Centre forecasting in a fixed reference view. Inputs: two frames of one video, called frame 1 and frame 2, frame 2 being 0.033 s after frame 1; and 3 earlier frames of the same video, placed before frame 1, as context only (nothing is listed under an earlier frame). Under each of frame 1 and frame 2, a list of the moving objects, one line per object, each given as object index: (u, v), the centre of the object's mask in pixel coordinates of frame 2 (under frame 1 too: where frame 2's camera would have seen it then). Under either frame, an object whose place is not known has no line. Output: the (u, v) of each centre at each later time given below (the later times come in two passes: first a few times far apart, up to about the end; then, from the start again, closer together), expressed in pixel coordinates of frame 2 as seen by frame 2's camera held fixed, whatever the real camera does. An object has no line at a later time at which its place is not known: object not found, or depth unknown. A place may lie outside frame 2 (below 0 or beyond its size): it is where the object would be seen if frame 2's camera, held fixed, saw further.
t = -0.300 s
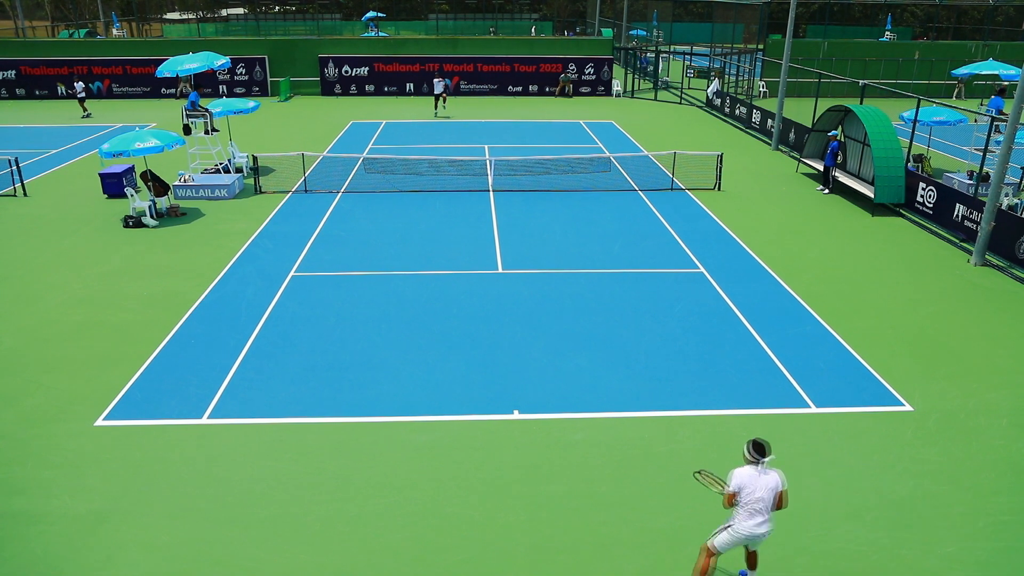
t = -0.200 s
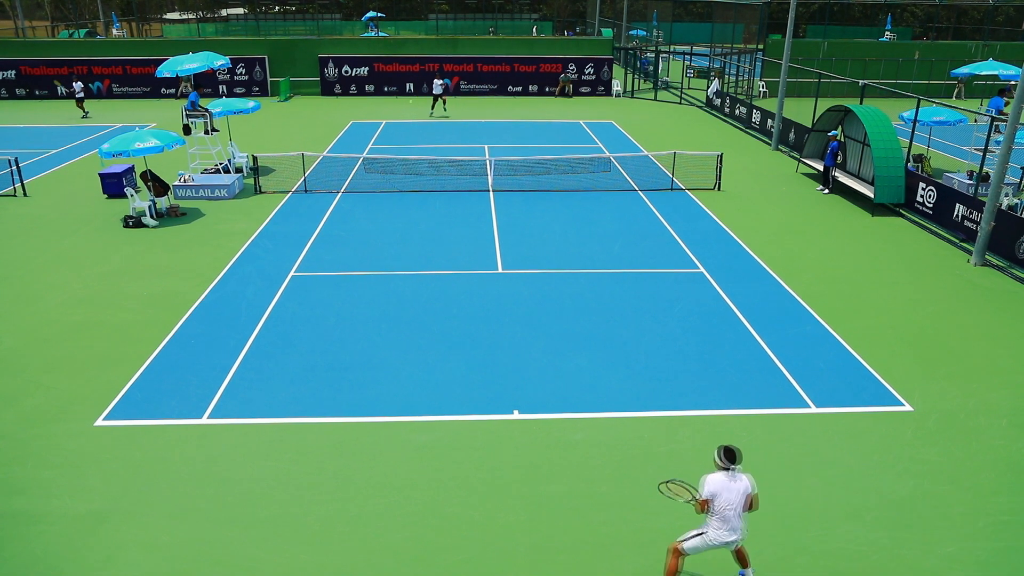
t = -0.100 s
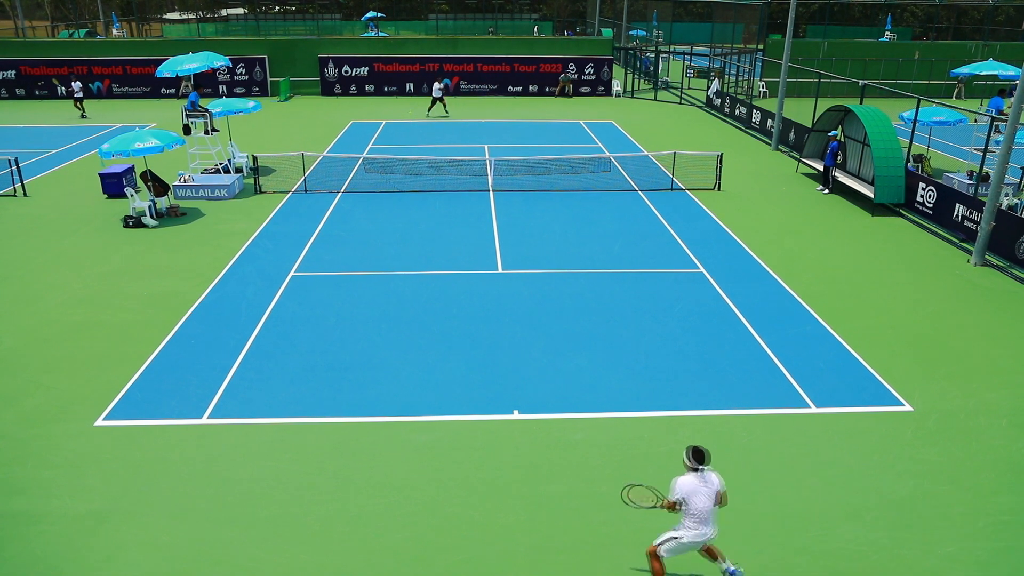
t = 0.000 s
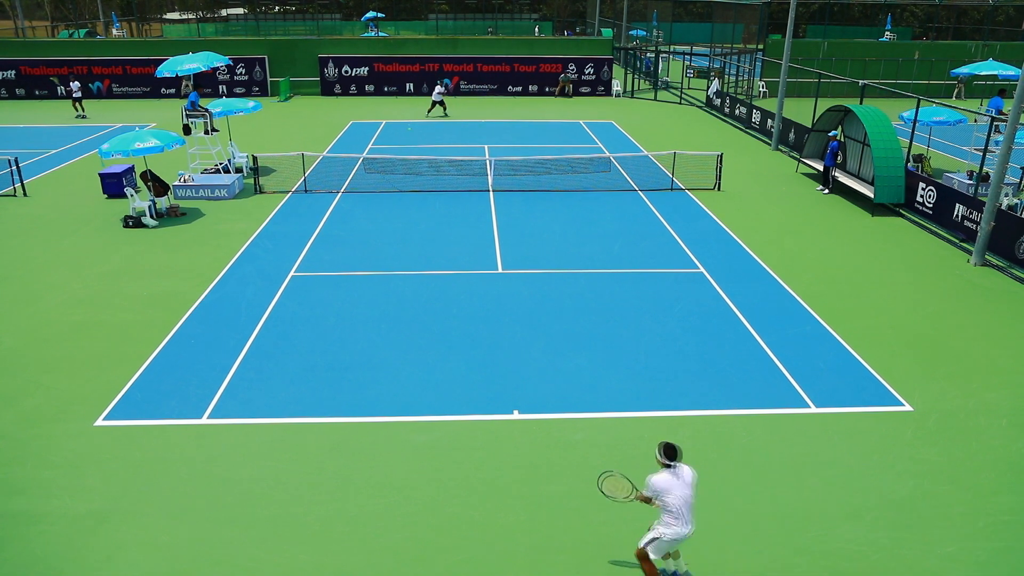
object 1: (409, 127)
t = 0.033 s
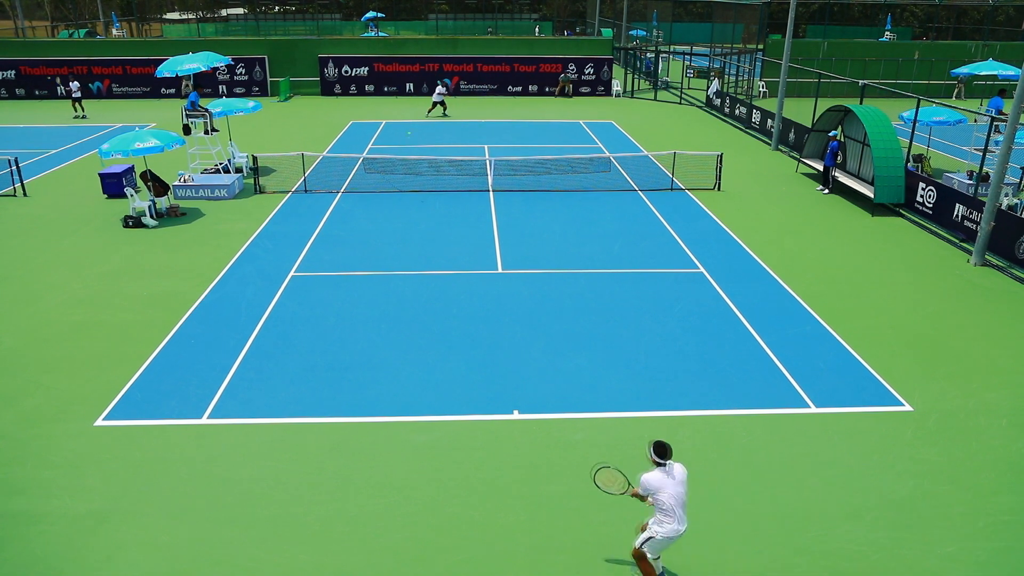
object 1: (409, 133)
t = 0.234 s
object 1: (410, 194)
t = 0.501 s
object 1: (417, 316)
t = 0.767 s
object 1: (426, 351)
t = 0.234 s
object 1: (410, 194)
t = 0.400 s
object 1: (415, 291)
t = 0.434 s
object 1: (416, 307)
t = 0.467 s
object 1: (417, 317)
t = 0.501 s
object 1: (417, 316)
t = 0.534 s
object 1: (418, 317)
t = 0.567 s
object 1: (418, 319)
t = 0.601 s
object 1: (419, 321)
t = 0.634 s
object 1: (420, 324)
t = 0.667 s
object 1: (421, 330)
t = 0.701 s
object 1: (422, 335)
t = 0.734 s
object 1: (424, 342)
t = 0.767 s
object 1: (426, 351)
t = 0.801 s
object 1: (427, 360)
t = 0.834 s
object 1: (429, 371)
